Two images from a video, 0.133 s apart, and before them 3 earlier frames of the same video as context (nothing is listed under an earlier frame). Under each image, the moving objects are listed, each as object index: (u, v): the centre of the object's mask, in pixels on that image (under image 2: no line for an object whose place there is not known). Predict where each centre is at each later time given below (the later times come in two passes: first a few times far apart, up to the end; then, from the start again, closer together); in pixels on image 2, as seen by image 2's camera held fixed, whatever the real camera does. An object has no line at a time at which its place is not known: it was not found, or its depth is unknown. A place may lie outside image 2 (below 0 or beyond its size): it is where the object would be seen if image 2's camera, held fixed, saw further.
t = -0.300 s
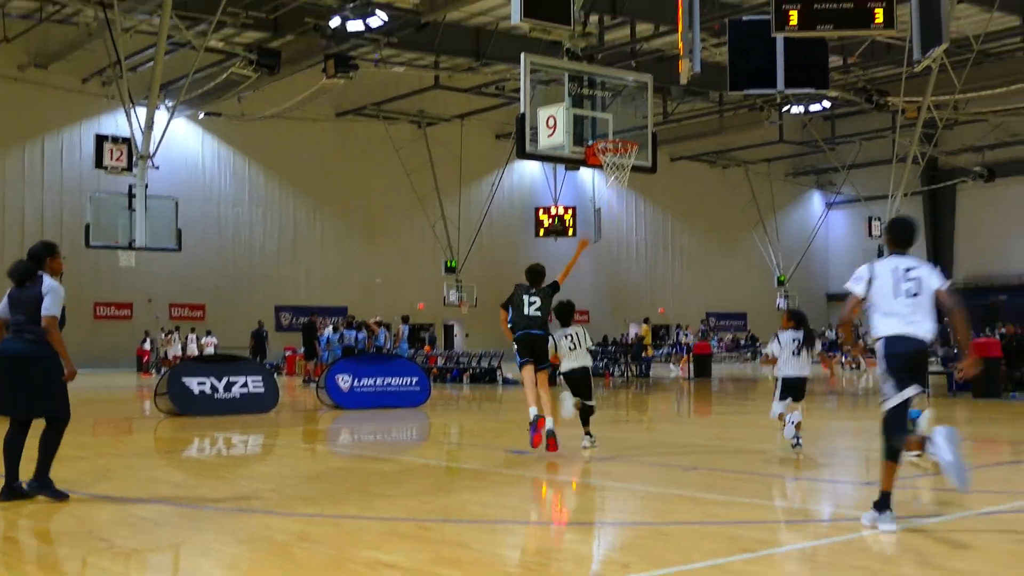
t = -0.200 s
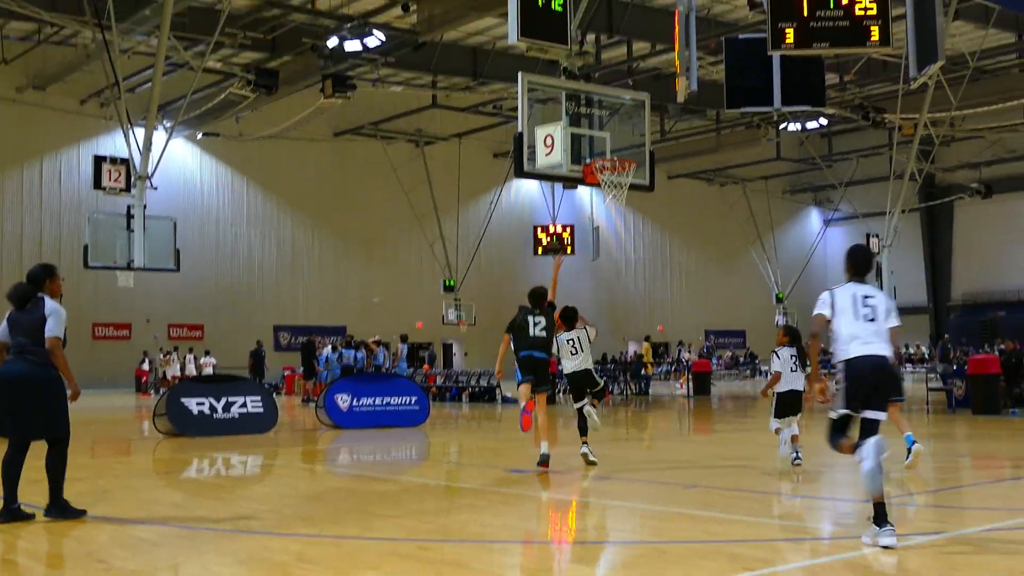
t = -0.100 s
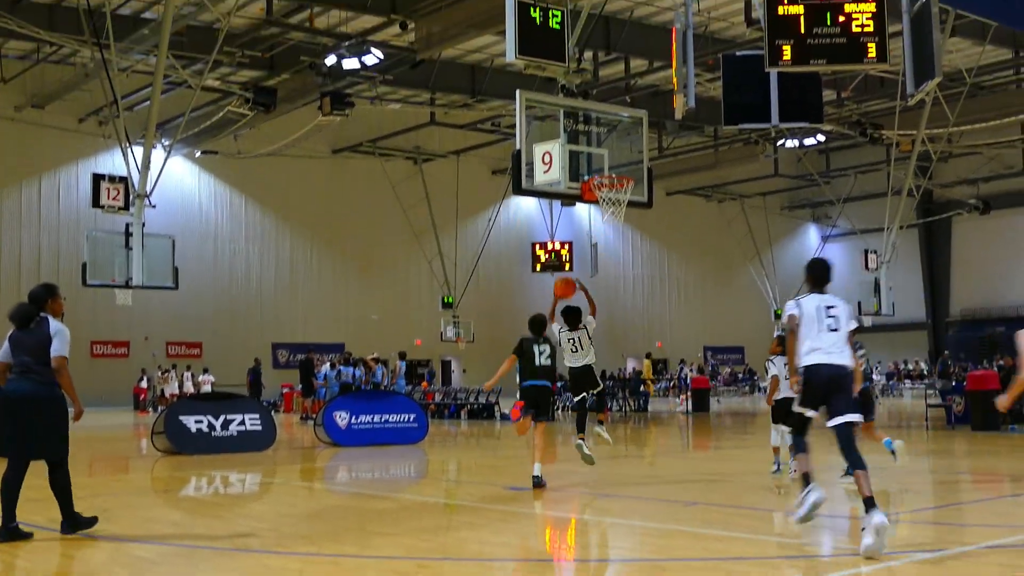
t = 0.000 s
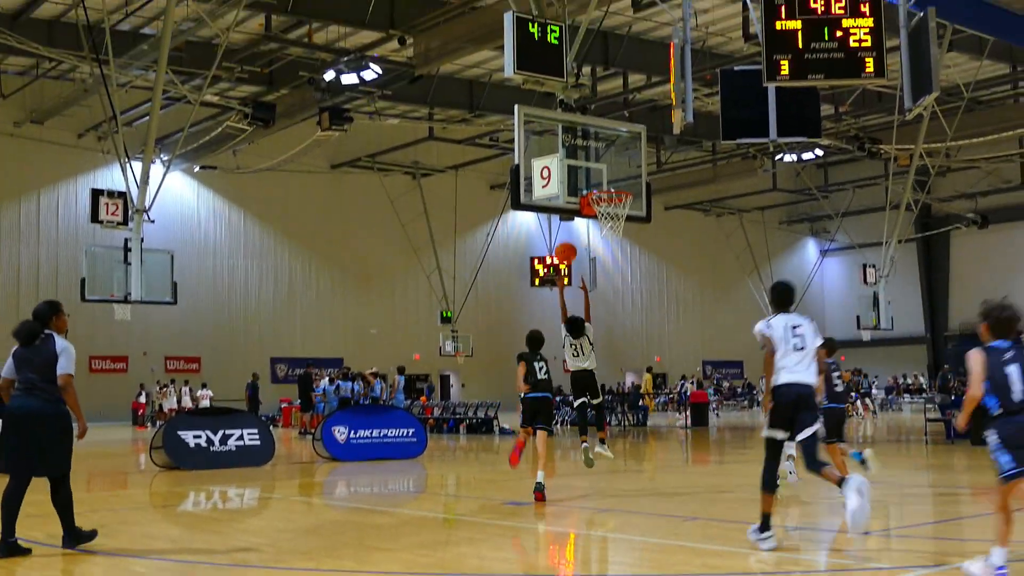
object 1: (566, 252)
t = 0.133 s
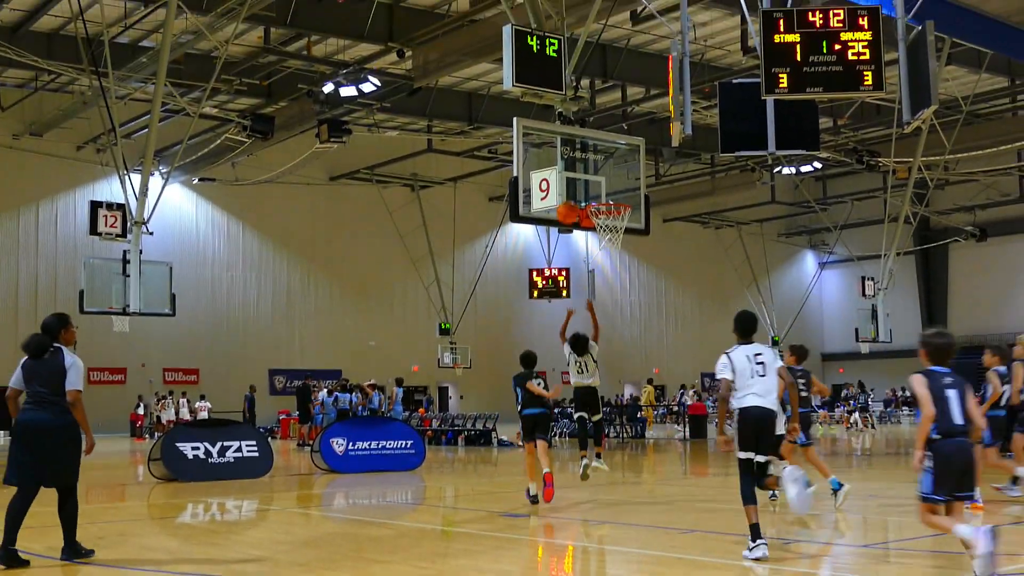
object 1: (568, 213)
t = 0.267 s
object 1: (571, 179)
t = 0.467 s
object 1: (579, 162)
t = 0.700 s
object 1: (605, 193)
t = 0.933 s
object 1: (618, 249)
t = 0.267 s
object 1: (571, 179)
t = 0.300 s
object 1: (572, 172)
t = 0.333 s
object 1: (573, 168)
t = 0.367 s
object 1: (573, 165)
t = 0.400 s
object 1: (575, 163)
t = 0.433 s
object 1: (576, 162)
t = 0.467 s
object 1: (579, 162)
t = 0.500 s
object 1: (584, 163)
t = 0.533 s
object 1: (587, 165)
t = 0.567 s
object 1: (589, 169)
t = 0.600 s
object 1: (593, 174)
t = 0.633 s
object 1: (597, 179)
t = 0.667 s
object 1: (601, 186)
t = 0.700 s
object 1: (605, 193)
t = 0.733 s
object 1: (608, 200)
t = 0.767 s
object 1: (612, 211)
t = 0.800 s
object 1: (615, 222)
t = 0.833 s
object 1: (618, 231)
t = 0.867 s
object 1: (619, 237)
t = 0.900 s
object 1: (619, 243)
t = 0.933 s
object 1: (618, 249)
